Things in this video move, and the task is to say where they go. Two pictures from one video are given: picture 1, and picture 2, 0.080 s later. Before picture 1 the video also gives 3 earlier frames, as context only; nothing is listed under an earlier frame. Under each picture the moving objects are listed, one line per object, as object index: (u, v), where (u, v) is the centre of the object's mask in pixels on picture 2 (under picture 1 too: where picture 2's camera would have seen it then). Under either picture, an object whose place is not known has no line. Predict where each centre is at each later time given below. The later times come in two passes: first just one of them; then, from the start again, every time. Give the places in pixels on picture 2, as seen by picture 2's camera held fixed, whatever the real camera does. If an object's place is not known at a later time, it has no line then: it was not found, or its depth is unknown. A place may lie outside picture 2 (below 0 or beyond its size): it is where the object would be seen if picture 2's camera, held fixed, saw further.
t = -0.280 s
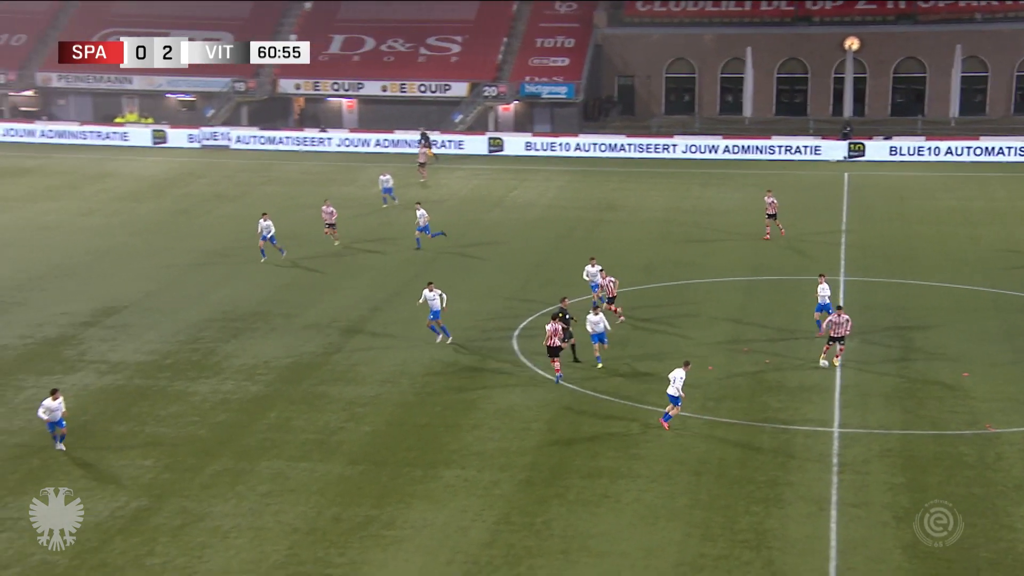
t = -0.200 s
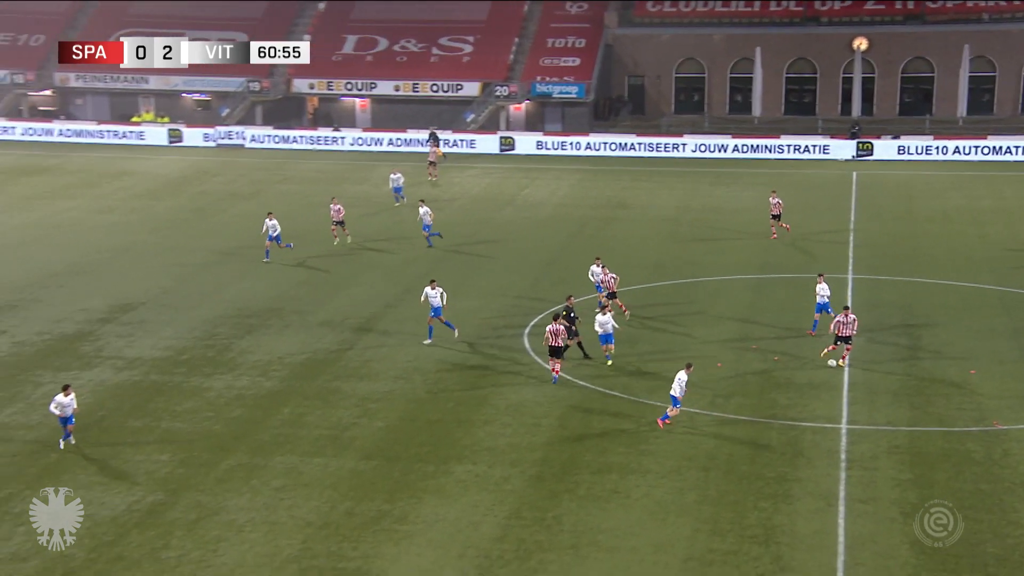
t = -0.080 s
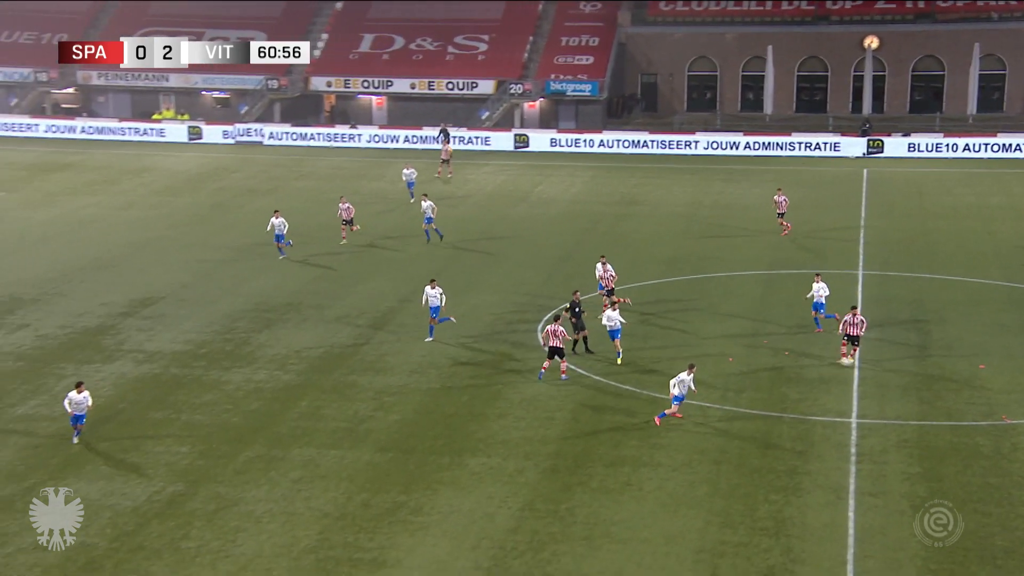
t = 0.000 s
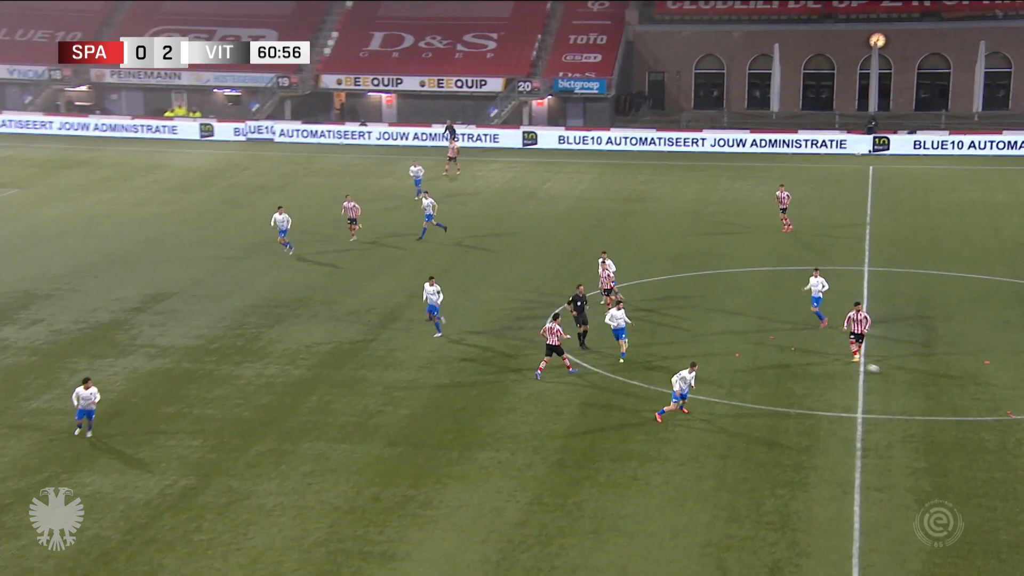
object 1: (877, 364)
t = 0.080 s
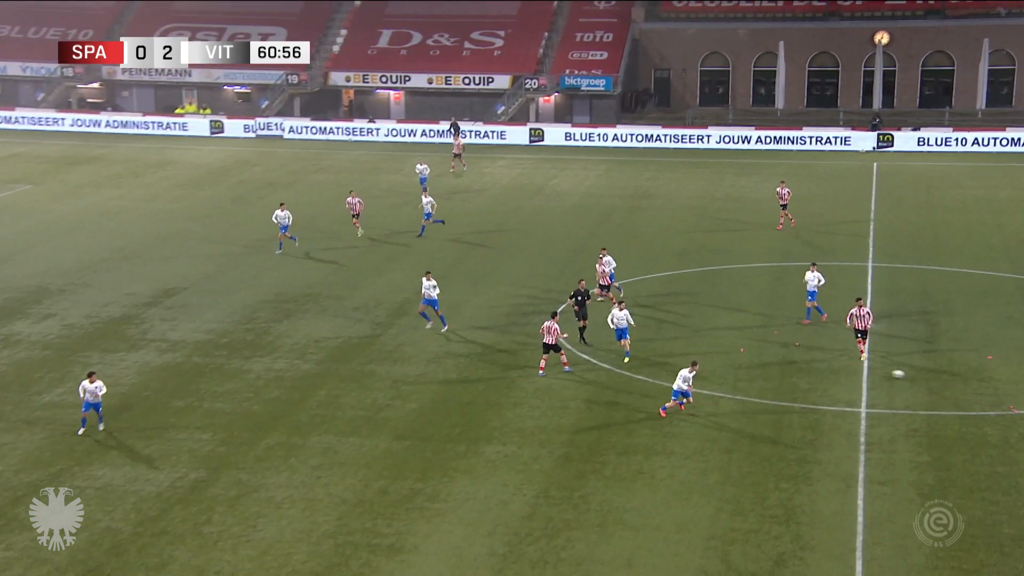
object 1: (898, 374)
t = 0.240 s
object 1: (942, 395)
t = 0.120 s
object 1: (909, 378)
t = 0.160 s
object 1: (919, 383)
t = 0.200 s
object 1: (931, 389)
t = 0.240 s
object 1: (942, 395)
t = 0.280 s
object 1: (953, 400)
